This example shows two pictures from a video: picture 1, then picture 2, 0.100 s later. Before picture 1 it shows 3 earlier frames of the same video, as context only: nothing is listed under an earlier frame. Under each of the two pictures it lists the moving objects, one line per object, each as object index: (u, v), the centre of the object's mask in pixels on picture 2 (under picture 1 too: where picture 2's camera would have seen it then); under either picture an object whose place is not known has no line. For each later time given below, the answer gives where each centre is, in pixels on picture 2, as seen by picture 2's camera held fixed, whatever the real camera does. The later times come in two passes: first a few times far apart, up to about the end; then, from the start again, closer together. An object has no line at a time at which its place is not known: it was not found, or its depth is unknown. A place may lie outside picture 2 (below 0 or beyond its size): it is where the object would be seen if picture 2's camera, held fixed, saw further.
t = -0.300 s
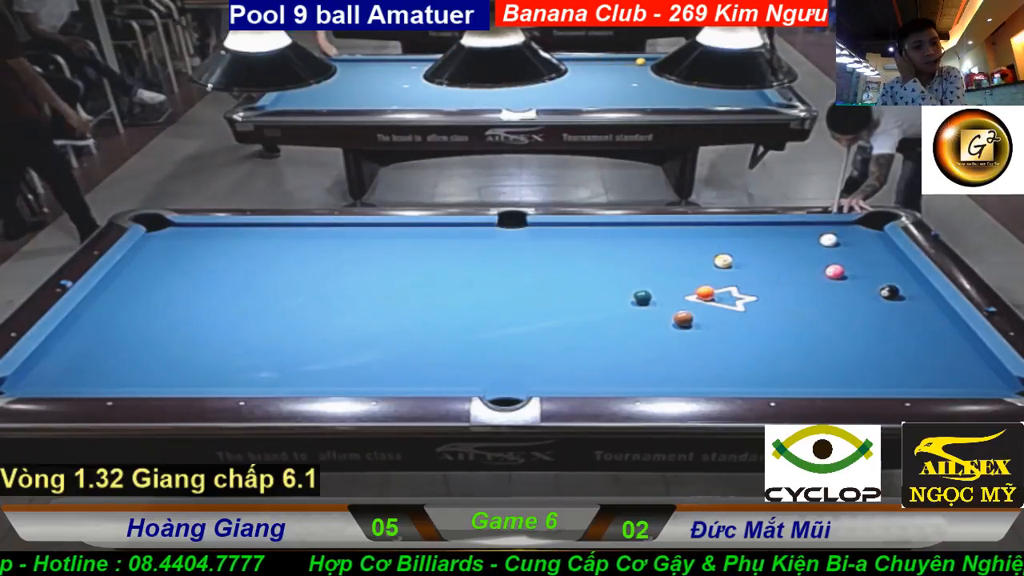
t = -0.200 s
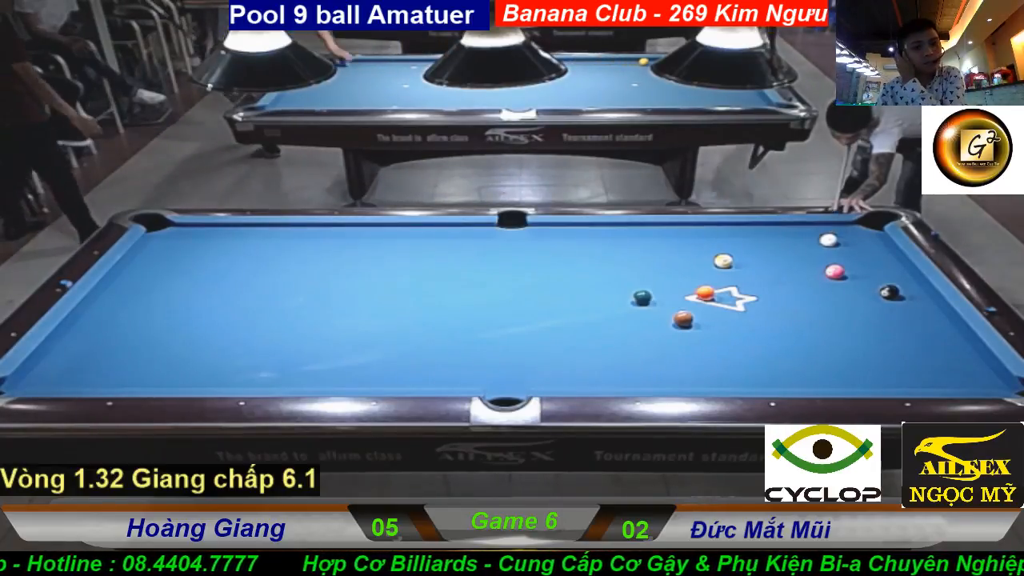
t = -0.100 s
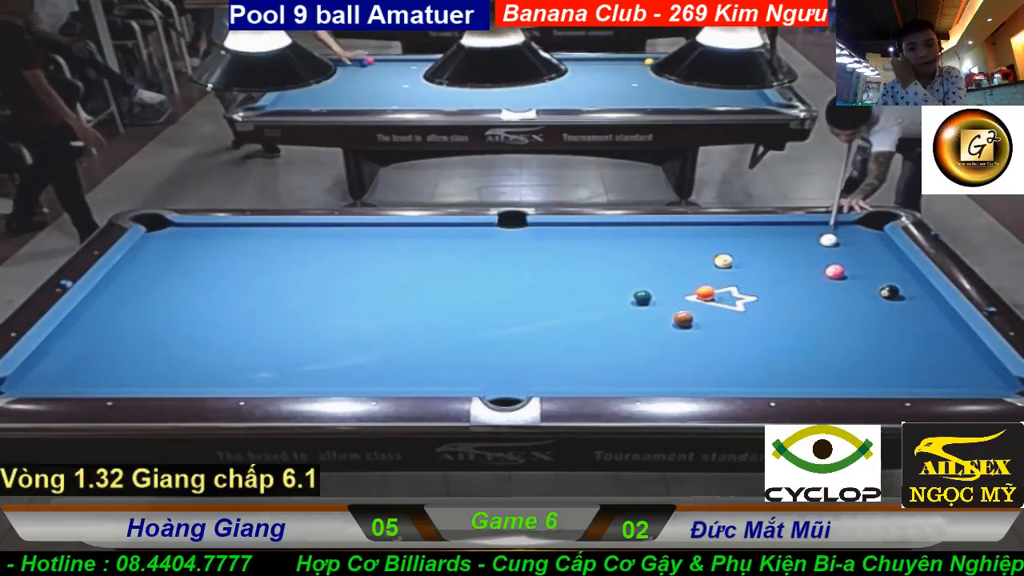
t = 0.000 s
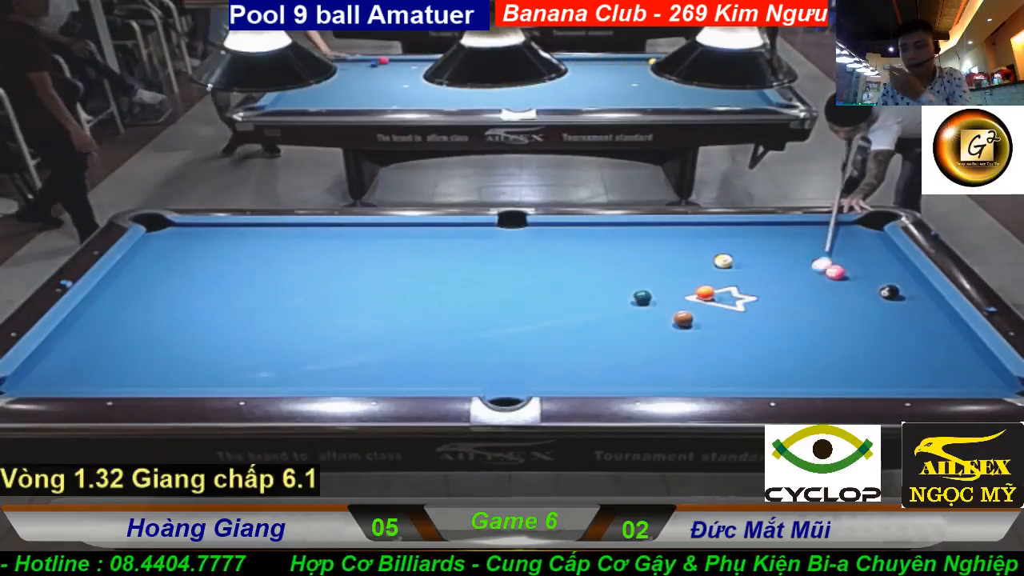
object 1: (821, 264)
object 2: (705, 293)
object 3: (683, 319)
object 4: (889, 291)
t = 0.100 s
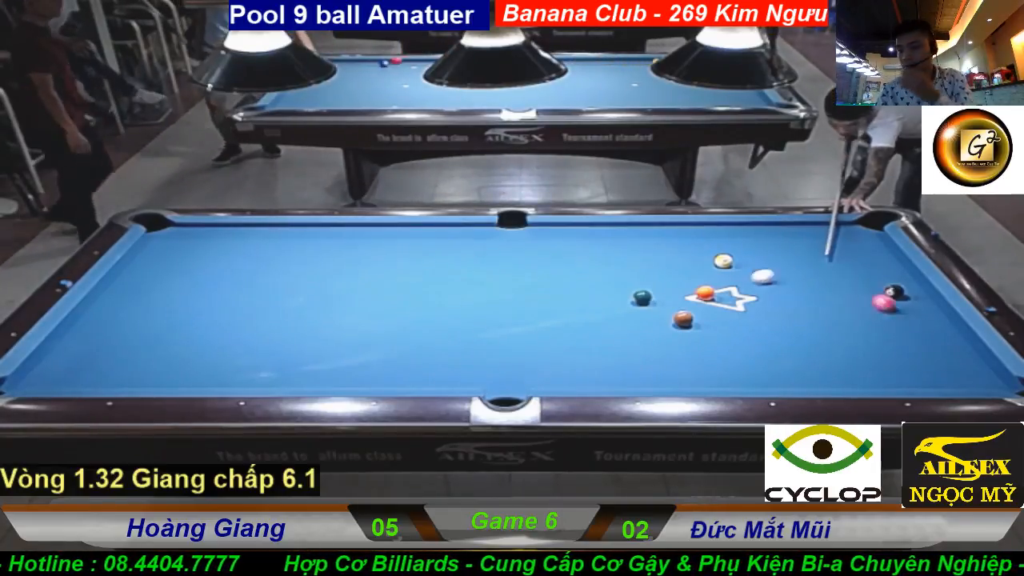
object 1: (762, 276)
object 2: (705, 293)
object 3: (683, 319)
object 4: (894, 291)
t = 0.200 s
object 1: (724, 284)
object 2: (705, 293)
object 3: (683, 319)
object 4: (901, 291)
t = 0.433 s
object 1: (651, 279)
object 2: (629, 315)
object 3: (696, 344)
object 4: (927, 290)
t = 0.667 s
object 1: (590, 279)
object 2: (566, 320)
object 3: (713, 374)
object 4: (912, 289)
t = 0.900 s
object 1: (531, 278)
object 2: (504, 325)
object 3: (715, 374)
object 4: (901, 289)
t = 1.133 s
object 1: (474, 278)
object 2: (442, 331)
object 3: (710, 358)
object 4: (878, 277)
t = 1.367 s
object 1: (419, 278)
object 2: (381, 336)
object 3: (705, 345)
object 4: (855, 263)
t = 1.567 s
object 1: (374, 277)
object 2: (330, 341)
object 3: (701, 334)
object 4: (836, 252)
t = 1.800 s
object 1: (323, 277)
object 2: (270, 346)
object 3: (698, 322)
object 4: (817, 240)
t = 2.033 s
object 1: (273, 277)
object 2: (211, 351)
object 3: (694, 312)
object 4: (800, 230)
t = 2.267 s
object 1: (226, 276)
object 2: (153, 355)
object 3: (691, 302)
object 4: (791, 228)
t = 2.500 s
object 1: (179, 276)
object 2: (97, 360)
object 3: (689, 293)
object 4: (790, 234)
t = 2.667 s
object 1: (147, 276)
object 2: (57, 364)
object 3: (687, 288)
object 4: (790, 238)
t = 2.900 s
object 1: (118, 275)
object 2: (45, 367)
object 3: (686, 281)
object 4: (789, 243)
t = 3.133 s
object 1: (145, 271)
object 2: (71, 369)
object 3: (684, 274)
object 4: (788, 248)
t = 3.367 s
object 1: (169, 268)
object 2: (96, 371)
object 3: (682, 268)
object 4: (787, 253)
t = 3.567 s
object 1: (188, 265)
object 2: (116, 373)
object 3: (681, 264)
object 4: (787, 256)
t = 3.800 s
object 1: (208, 262)
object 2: (137, 375)
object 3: (680, 259)
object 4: (787, 260)
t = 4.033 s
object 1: (227, 260)
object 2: (157, 377)
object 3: (679, 255)
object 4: (786, 264)
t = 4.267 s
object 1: (244, 257)
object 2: (176, 378)
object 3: (678, 251)
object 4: (786, 267)
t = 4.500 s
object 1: (259, 255)
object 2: (193, 379)
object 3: (678, 248)
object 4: (785, 269)
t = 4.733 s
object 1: (273, 252)
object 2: (207, 380)
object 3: (677, 246)
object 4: (785, 271)
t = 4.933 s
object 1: (283, 251)
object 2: (219, 380)
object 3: (677, 244)
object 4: (785, 272)
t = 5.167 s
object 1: (294, 249)
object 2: (231, 381)
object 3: (677, 241)
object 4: (785, 273)
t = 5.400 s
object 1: (304, 247)
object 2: (240, 382)
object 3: (676, 240)
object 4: (785, 273)
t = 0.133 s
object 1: (743, 280)
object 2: (705, 293)
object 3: (683, 319)
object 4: (898, 291)
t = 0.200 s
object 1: (724, 284)
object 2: (705, 293)
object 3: (683, 319)
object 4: (901, 291)
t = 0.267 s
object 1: (694, 283)
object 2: (681, 306)
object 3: (683, 319)
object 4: (911, 290)
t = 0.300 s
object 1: (685, 282)
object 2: (670, 311)
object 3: (685, 322)
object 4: (913, 290)
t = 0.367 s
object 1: (669, 280)
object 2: (648, 314)
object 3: (691, 333)
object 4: (921, 290)
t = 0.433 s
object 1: (651, 279)
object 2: (629, 315)
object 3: (696, 344)
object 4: (927, 290)
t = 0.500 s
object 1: (633, 279)
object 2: (611, 316)
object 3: (701, 352)
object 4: (922, 289)
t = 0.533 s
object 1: (624, 279)
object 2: (601, 317)
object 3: (703, 357)
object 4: (920, 289)
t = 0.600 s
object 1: (607, 279)
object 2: (584, 319)
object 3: (707, 365)
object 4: (916, 289)
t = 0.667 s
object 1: (590, 279)
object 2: (566, 320)
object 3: (713, 374)
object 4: (912, 289)
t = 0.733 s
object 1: (573, 279)
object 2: (548, 322)
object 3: (717, 381)
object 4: (909, 289)
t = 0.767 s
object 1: (564, 278)
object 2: (539, 323)
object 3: (719, 383)
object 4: (907, 289)
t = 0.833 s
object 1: (548, 278)
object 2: (521, 324)
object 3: (716, 379)
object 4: (904, 289)
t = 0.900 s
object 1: (531, 278)
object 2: (504, 325)
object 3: (715, 374)
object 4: (901, 289)
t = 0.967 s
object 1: (514, 278)
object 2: (486, 327)
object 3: (714, 370)
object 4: (896, 288)
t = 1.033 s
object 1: (498, 278)
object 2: (468, 329)
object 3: (712, 365)
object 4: (890, 284)
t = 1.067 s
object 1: (490, 278)
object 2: (460, 330)
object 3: (711, 363)
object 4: (886, 282)
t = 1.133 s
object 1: (474, 278)
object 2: (442, 331)
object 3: (710, 358)
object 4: (878, 277)
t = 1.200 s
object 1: (458, 278)
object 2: (424, 333)
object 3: (709, 355)
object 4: (872, 273)
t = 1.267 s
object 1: (442, 278)
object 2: (407, 334)
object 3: (707, 350)
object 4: (865, 269)
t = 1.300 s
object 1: (435, 278)
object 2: (398, 335)
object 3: (707, 349)
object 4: (861, 267)
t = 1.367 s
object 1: (419, 278)
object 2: (381, 336)
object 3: (705, 345)
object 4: (855, 263)
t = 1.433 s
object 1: (404, 277)
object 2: (364, 338)
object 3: (704, 341)
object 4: (848, 259)
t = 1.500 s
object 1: (389, 277)
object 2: (346, 339)
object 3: (703, 337)
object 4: (842, 256)
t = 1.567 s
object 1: (374, 277)
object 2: (330, 341)
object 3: (701, 334)
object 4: (836, 252)
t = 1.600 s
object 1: (367, 277)
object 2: (321, 342)
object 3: (701, 332)
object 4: (834, 250)
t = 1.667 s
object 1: (352, 277)
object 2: (304, 343)
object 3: (699, 328)
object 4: (828, 247)
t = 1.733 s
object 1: (337, 277)
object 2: (287, 344)
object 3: (698, 325)
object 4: (823, 244)
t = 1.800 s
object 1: (323, 277)
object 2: (270, 346)
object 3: (698, 322)
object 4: (817, 240)
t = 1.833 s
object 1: (315, 277)
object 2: (261, 347)
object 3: (697, 321)
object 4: (814, 239)
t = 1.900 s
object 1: (301, 277)
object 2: (244, 348)
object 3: (696, 317)
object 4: (809, 236)
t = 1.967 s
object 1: (287, 277)
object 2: (228, 349)
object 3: (695, 315)
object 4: (805, 233)
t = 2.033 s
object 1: (273, 277)
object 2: (211, 351)
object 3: (694, 312)
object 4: (800, 230)
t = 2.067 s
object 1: (266, 277)
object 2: (204, 351)
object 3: (694, 311)
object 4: (798, 228)
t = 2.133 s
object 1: (253, 276)
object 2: (187, 353)
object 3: (693, 308)
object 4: (792, 226)
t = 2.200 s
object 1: (239, 276)
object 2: (170, 354)
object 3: (692, 306)
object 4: (791, 226)
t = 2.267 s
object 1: (226, 276)
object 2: (153, 355)
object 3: (691, 302)
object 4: (791, 228)
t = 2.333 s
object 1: (212, 276)
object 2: (138, 357)
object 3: (691, 300)
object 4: (791, 230)
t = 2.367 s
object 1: (205, 276)
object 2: (129, 358)
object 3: (690, 299)
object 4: (790, 230)
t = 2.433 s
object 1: (192, 276)
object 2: (113, 359)
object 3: (690, 296)
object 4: (790, 232)
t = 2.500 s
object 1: (179, 276)
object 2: (97, 360)
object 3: (689, 293)
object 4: (790, 234)
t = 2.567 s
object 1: (166, 276)
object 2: (81, 362)
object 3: (688, 291)
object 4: (790, 235)
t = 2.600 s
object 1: (160, 276)
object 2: (73, 362)
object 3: (688, 290)
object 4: (790, 236)
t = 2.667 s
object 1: (147, 276)
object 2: (57, 364)
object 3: (687, 288)
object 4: (790, 238)
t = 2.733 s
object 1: (135, 276)
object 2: (42, 365)
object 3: (687, 286)
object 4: (789, 239)
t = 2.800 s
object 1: (123, 276)
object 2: (32, 366)
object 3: (686, 284)
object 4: (789, 241)
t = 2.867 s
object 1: (114, 276)
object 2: (42, 366)
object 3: (686, 282)
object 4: (789, 243)
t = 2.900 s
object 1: (118, 275)
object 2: (45, 367)
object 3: (686, 281)
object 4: (789, 243)
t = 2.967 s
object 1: (126, 274)
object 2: (53, 368)
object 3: (685, 279)
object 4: (788, 245)
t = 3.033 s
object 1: (134, 273)
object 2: (60, 368)
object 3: (684, 277)
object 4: (788, 246)
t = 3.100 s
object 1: (141, 272)
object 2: (68, 369)
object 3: (684, 275)
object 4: (788, 248)
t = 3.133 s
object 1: (145, 271)
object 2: (71, 369)
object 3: (684, 274)
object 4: (788, 248)
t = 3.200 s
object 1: (152, 270)
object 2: (78, 370)
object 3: (683, 273)
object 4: (788, 250)
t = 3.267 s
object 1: (158, 270)
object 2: (85, 370)
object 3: (683, 271)
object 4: (787, 251)
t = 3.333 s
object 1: (165, 269)
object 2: (92, 371)
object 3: (682, 269)
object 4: (787, 252)
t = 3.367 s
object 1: (169, 268)
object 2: (96, 371)
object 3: (682, 268)
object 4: (787, 253)
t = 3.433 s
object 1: (175, 267)
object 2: (102, 372)
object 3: (681, 267)
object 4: (787, 254)
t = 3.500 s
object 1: (182, 266)
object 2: (109, 372)
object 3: (681, 266)
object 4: (787, 255)
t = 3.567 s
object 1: (188, 265)
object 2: (116, 373)
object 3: (681, 264)
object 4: (787, 256)
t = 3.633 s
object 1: (193, 264)
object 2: (122, 374)
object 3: (680, 263)
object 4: (787, 258)
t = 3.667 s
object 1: (196, 264)
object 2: (125, 374)
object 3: (680, 262)
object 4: (787, 258)
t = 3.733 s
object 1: (202, 263)
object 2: (131, 374)
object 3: (680, 260)
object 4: (787, 259)
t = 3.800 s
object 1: (208, 262)
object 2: (137, 375)
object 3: (680, 259)
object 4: (787, 260)
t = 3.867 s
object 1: (213, 261)
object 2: (143, 375)
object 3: (679, 258)
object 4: (787, 261)
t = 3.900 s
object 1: (216, 261)
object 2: (146, 375)
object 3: (679, 257)
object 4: (786, 262)
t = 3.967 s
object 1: (222, 260)
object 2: (152, 376)
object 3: (679, 256)
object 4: (786, 263)
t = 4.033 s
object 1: (227, 260)
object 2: (157, 377)
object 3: (679, 255)
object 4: (786, 264)
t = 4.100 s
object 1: (232, 259)
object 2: (163, 377)
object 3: (679, 254)
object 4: (786, 265)
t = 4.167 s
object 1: (237, 258)
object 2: (168, 378)
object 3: (678, 253)
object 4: (786, 265)
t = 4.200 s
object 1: (239, 258)
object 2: (171, 378)
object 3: (678, 253)
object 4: (786, 266)
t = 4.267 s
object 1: (244, 257)
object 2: (176, 378)
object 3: (678, 251)
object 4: (786, 267)
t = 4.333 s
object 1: (248, 256)
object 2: (181, 379)
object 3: (678, 250)
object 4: (786, 267)
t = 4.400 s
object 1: (253, 256)
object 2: (186, 379)
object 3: (678, 249)
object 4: (785, 268)
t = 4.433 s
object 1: (255, 256)
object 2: (188, 379)
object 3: (678, 249)
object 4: (785, 269)
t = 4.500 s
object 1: (259, 255)
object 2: (193, 379)
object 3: (678, 248)
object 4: (785, 269)
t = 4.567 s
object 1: (263, 254)
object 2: (197, 379)
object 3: (678, 248)
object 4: (785, 270)
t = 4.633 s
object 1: (267, 254)
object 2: (201, 380)
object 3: (677, 247)
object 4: (785, 270)
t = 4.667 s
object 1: (269, 253)
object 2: (203, 379)
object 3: (677, 246)
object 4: (785, 270)
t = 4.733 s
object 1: (273, 252)
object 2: (207, 380)
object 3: (677, 246)
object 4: (785, 271)
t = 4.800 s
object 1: (277, 252)
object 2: (211, 380)
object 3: (677, 245)
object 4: (785, 271)
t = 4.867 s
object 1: (280, 251)
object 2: (215, 380)
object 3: (677, 244)
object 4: (785, 272)
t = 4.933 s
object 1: (283, 251)
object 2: (219, 380)
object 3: (677, 244)
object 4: (785, 272)
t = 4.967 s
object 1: (285, 250)
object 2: (221, 380)
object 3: (677, 243)
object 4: (785, 272)
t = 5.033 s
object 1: (288, 250)
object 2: (224, 381)
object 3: (677, 243)
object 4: (785, 272)
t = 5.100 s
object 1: (291, 249)
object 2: (227, 381)
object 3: (677, 242)
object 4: (785, 273)
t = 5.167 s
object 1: (294, 249)
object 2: (231, 381)
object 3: (677, 241)
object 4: (785, 273)
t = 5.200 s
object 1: (296, 248)
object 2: (232, 381)
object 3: (677, 241)
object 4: (785, 273)
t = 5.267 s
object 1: (299, 248)
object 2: (235, 382)
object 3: (677, 241)
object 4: (785, 273)
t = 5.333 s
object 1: (302, 248)
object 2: (238, 382)
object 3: (677, 240)
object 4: (785, 273)
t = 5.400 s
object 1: (304, 247)
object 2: (240, 382)
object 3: (676, 240)
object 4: (785, 273)
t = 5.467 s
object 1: (307, 247)
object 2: (243, 382)
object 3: (676, 240)
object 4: (786, 273)
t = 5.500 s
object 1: (308, 247)
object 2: (244, 382)
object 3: (676, 239)
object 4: (786, 273)
